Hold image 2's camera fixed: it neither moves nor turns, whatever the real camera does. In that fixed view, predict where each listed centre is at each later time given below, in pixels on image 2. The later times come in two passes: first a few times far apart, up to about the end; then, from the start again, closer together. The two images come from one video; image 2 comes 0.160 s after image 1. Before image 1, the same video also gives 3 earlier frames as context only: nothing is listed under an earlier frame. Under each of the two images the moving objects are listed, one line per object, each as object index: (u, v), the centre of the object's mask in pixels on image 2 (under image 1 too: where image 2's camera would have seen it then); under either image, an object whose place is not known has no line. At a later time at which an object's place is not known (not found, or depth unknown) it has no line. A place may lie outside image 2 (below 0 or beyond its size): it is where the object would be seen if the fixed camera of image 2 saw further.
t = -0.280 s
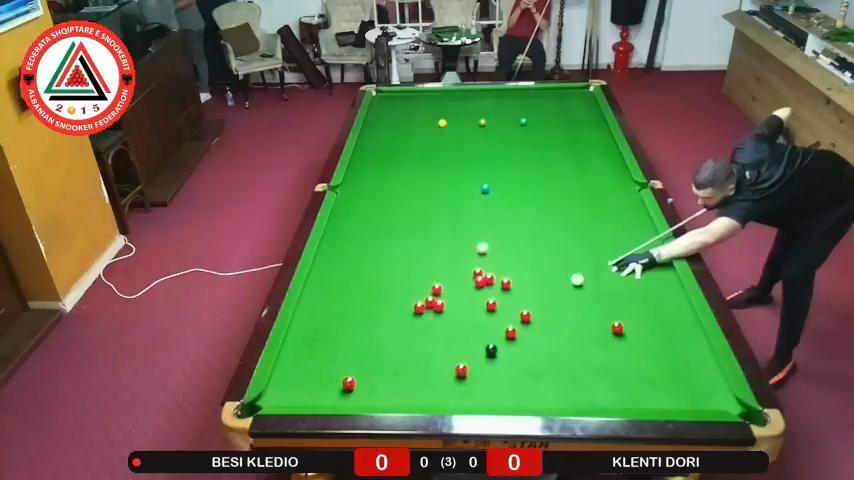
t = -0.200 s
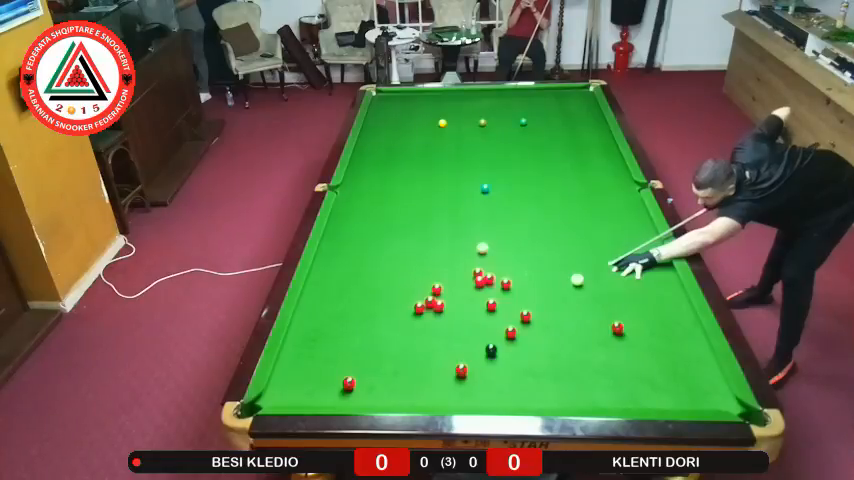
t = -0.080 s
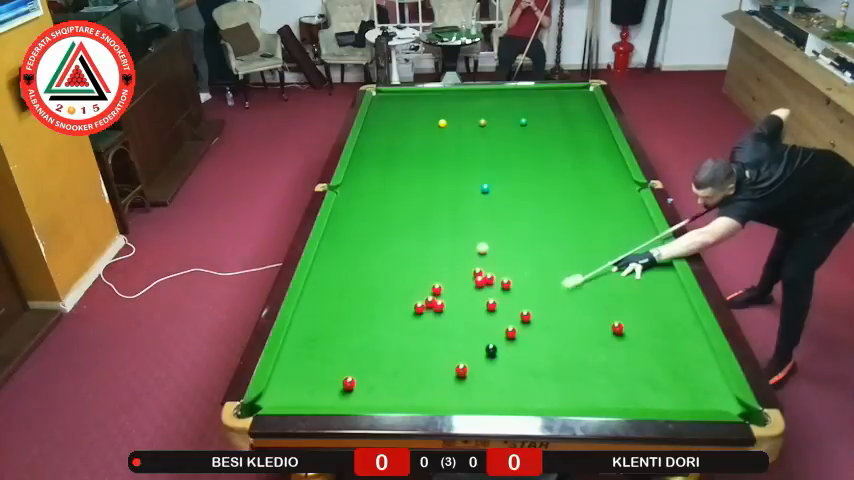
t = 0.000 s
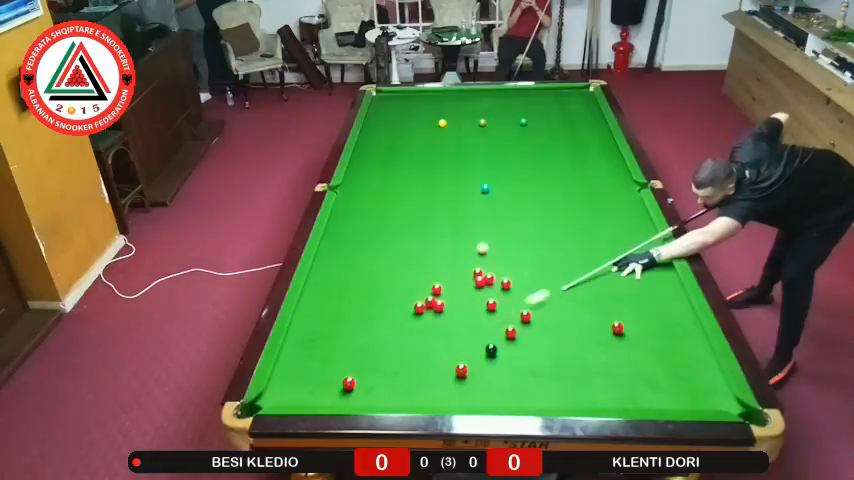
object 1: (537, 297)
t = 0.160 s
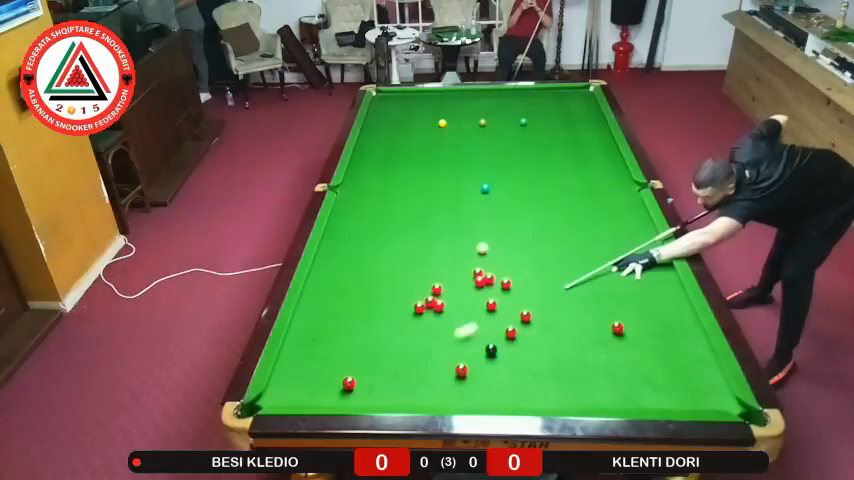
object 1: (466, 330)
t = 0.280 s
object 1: (416, 354)
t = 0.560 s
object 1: (359, 393)
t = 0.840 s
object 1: (365, 385)
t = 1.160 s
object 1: (374, 367)
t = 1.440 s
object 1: (381, 354)
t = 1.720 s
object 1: (386, 343)
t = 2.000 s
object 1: (391, 334)
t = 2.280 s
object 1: (395, 326)
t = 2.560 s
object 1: (399, 320)
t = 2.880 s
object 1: (402, 314)
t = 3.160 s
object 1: (404, 311)
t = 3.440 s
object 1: (405, 308)
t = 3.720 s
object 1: (406, 307)
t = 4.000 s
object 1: (406, 307)
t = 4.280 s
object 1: (406, 307)
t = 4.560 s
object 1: (406, 307)
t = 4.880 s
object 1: (406, 307)
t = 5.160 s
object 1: (406, 307)
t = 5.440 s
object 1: (406, 307)
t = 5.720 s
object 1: (406, 307)
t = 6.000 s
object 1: (406, 307)
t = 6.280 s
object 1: (406, 307)
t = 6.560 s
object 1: (406, 307)
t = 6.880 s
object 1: (406, 307)
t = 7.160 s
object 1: (406, 307)
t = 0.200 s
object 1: (449, 338)
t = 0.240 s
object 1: (432, 346)
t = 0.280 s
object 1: (416, 354)
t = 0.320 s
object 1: (400, 362)
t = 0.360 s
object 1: (385, 369)
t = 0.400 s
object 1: (370, 376)
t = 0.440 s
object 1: (362, 382)
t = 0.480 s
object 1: (361, 386)
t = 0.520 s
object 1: (360, 390)
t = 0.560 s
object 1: (359, 393)
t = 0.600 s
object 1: (359, 395)
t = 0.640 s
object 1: (359, 396)
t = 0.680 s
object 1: (360, 394)
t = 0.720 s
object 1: (361, 393)
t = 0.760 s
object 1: (363, 390)
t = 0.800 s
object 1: (364, 388)
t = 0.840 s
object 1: (365, 385)
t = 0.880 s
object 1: (366, 383)
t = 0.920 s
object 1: (368, 380)
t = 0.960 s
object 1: (369, 378)
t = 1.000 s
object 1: (370, 376)
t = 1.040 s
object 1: (371, 374)
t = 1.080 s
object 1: (372, 371)
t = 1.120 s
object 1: (373, 369)
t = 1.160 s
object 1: (374, 367)
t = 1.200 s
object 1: (375, 366)
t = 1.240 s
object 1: (376, 363)
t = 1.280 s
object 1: (377, 361)
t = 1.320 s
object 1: (378, 359)
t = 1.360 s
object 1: (379, 358)
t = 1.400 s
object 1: (380, 356)
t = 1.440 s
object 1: (381, 354)
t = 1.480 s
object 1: (382, 352)
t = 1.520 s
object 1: (382, 351)
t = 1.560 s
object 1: (383, 349)
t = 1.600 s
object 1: (384, 348)
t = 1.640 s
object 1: (385, 346)
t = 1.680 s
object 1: (386, 345)
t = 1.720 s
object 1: (386, 343)
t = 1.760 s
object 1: (387, 342)
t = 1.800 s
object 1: (388, 340)
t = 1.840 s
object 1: (389, 339)
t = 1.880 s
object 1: (389, 338)
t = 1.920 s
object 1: (390, 336)
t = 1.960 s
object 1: (391, 335)
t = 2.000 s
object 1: (391, 334)
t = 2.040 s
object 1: (392, 333)
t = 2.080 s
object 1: (392, 331)
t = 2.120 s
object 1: (393, 330)
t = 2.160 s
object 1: (394, 329)
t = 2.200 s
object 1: (394, 328)
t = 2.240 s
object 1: (395, 327)
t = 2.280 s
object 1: (395, 326)
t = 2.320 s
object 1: (396, 325)
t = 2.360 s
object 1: (396, 324)
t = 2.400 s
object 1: (397, 323)
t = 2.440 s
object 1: (397, 322)
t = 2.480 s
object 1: (398, 321)
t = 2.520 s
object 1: (398, 320)
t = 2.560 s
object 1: (399, 320)
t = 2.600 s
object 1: (399, 319)
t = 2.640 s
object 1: (399, 318)
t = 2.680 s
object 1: (400, 317)
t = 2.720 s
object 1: (400, 317)
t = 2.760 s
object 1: (401, 316)
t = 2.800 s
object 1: (401, 315)
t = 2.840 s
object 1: (401, 315)
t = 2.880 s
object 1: (402, 314)
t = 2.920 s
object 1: (402, 313)
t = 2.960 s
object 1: (403, 313)
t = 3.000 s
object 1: (403, 312)
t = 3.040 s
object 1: (403, 312)
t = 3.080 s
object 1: (403, 311)
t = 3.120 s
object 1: (404, 311)
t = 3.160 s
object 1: (404, 311)
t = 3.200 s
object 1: (404, 310)
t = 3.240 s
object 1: (405, 309)
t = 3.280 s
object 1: (405, 309)
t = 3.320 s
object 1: (405, 309)
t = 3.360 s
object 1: (405, 308)
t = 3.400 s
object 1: (405, 308)
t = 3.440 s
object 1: (405, 308)
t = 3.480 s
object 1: (405, 308)
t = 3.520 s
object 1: (405, 308)
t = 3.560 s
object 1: (405, 308)
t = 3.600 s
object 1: (405, 307)
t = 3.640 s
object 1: (405, 307)
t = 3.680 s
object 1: (406, 307)
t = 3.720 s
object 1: (406, 307)
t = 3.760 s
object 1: (406, 307)
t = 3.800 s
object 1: (406, 307)
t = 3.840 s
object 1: (406, 307)
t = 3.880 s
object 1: (406, 307)
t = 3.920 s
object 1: (406, 307)
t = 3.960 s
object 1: (406, 307)
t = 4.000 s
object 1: (406, 307)
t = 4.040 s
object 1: (406, 307)
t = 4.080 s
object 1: (406, 307)
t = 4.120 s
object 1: (406, 307)
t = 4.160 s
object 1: (406, 307)
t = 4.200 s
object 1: (406, 307)
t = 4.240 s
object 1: (406, 307)
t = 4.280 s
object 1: (406, 307)
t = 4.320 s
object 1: (406, 307)
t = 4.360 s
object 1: (406, 307)
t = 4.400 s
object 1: (406, 307)
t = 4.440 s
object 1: (406, 307)
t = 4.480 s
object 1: (406, 307)
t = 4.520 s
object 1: (406, 307)
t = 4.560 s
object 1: (406, 307)
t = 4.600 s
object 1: (406, 307)
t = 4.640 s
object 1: (403, 304)
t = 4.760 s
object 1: (407, 306)
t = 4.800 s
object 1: (406, 307)
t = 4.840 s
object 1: (406, 307)
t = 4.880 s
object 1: (406, 307)
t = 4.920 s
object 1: (406, 307)
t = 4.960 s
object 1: (406, 307)
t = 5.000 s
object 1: (406, 307)
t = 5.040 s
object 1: (406, 307)
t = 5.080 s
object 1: (406, 307)
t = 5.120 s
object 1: (406, 307)
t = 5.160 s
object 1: (406, 307)
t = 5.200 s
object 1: (406, 307)
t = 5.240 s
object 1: (406, 307)
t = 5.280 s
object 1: (406, 307)
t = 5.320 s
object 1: (406, 307)
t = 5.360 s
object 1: (406, 307)
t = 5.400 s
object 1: (406, 307)
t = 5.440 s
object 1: (406, 307)
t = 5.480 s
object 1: (406, 307)
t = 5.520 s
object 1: (406, 307)
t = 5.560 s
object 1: (406, 307)
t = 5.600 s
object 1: (406, 307)
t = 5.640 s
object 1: (406, 307)
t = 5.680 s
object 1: (406, 307)
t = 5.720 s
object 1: (406, 307)
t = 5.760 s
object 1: (406, 307)
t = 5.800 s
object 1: (406, 307)
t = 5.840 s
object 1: (406, 307)
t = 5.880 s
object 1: (406, 307)
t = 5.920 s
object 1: (406, 307)
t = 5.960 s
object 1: (406, 307)
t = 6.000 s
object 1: (406, 307)
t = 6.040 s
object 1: (406, 307)
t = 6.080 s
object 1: (406, 307)
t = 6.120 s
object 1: (406, 307)
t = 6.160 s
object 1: (406, 307)
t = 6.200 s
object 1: (406, 307)
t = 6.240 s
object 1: (406, 307)
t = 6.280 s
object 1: (406, 307)
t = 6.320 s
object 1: (406, 307)
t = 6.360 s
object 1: (406, 307)
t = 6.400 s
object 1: (406, 307)
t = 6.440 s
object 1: (406, 307)
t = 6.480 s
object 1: (406, 307)
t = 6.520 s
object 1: (406, 307)
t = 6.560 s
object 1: (406, 307)
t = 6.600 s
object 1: (406, 307)
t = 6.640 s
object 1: (406, 307)
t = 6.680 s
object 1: (406, 307)
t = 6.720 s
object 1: (406, 307)
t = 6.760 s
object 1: (406, 307)
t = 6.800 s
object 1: (406, 307)
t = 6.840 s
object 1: (406, 307)
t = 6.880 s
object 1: (406, 307)
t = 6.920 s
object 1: (406, 307)
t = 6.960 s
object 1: (406, 307)
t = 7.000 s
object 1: (406, 307)
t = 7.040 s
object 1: (406, 307)
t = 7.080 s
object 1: (406, 307)
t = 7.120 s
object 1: (406, 307)
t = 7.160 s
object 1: (406, 307)
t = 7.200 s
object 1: (406, 307)
